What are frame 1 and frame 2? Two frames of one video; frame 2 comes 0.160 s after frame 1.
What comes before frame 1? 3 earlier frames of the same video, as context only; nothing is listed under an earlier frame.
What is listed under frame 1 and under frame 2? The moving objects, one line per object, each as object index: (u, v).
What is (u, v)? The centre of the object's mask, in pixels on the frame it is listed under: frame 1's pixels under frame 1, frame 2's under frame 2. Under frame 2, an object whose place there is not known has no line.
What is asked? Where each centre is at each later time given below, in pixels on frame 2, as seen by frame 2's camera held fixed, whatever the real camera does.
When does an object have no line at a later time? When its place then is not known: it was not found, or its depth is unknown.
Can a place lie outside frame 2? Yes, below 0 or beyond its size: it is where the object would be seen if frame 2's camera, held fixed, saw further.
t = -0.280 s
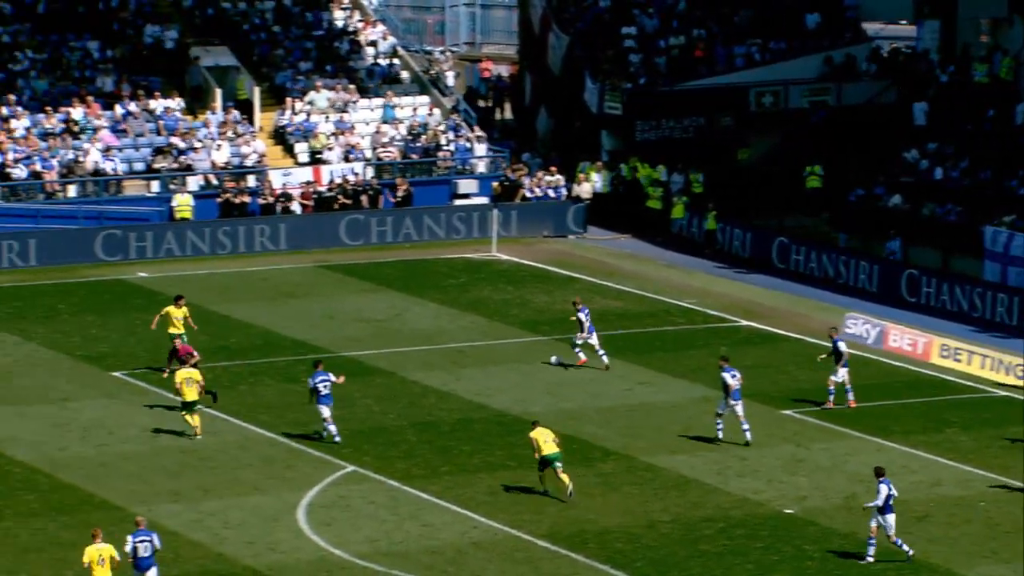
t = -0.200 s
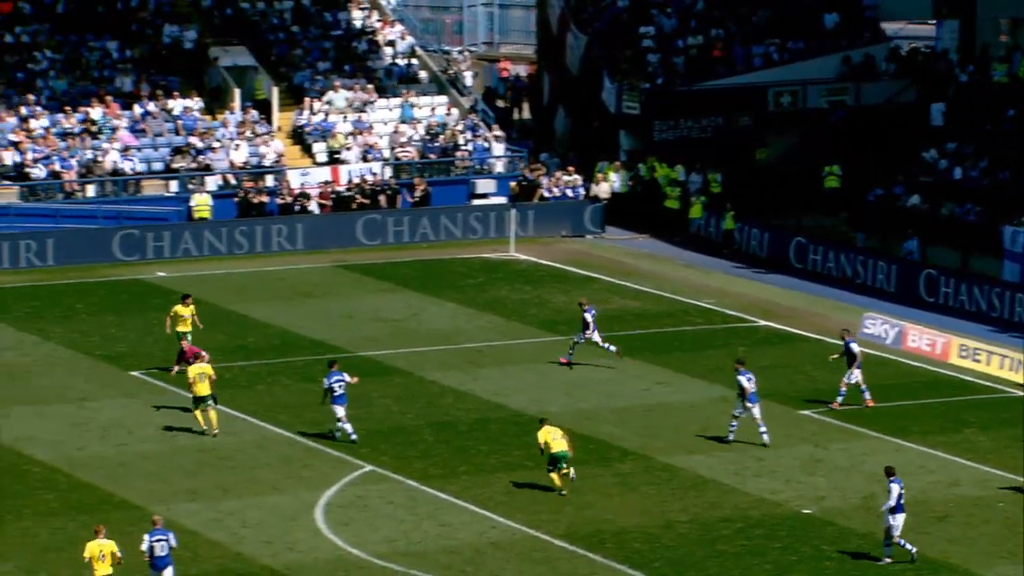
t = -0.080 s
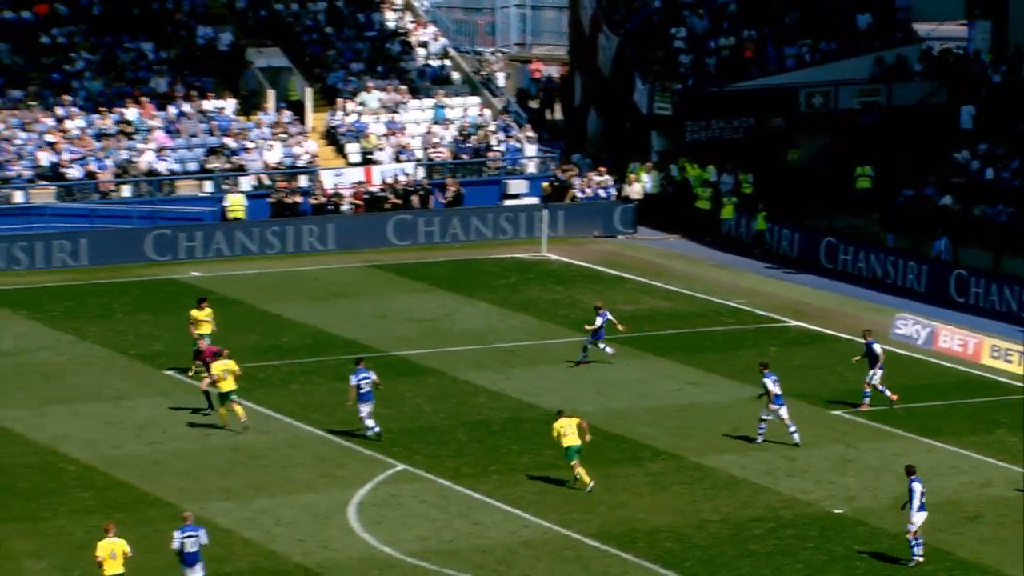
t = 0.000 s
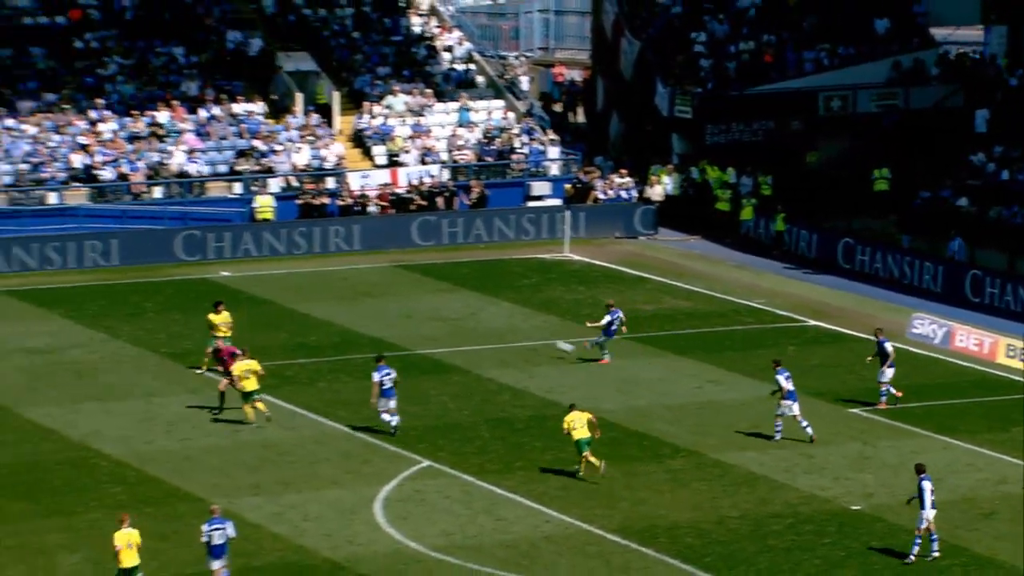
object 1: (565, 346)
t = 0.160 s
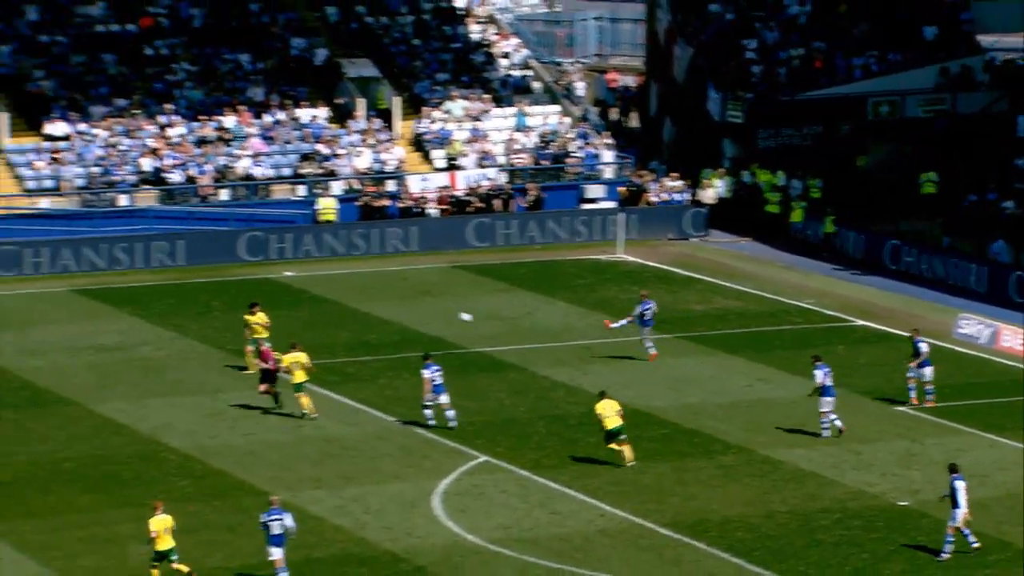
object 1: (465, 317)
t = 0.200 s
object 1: (429, 312)
